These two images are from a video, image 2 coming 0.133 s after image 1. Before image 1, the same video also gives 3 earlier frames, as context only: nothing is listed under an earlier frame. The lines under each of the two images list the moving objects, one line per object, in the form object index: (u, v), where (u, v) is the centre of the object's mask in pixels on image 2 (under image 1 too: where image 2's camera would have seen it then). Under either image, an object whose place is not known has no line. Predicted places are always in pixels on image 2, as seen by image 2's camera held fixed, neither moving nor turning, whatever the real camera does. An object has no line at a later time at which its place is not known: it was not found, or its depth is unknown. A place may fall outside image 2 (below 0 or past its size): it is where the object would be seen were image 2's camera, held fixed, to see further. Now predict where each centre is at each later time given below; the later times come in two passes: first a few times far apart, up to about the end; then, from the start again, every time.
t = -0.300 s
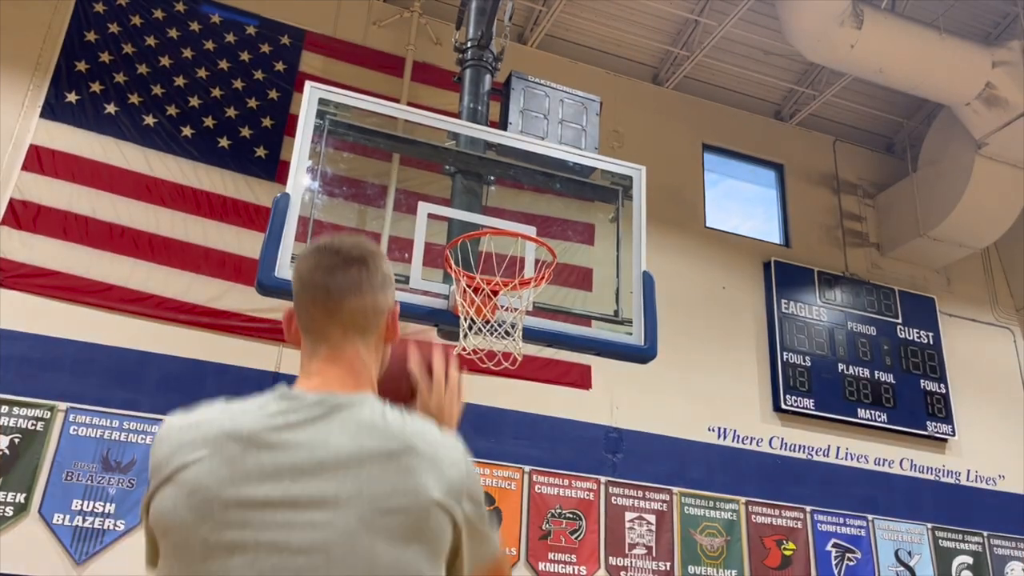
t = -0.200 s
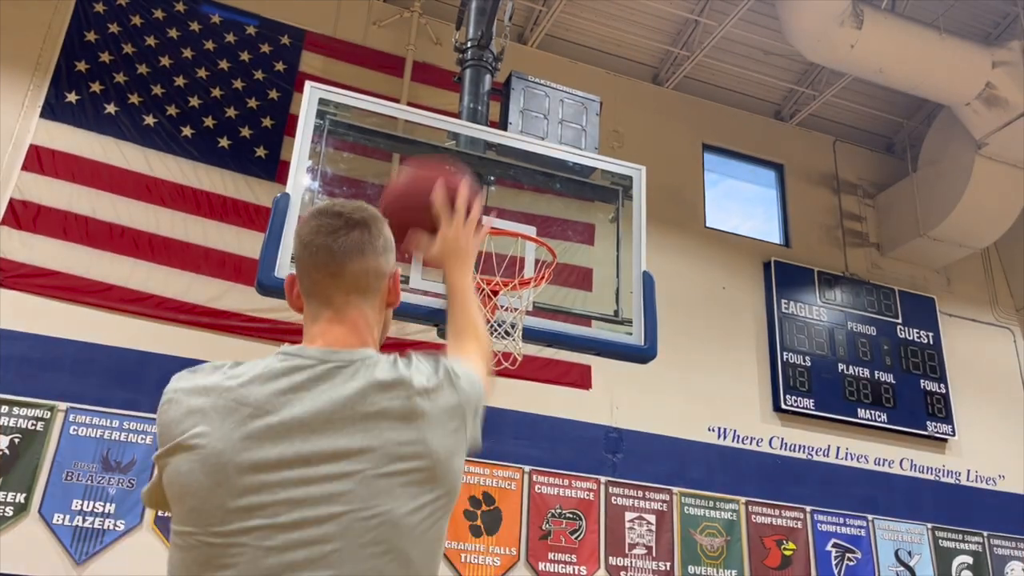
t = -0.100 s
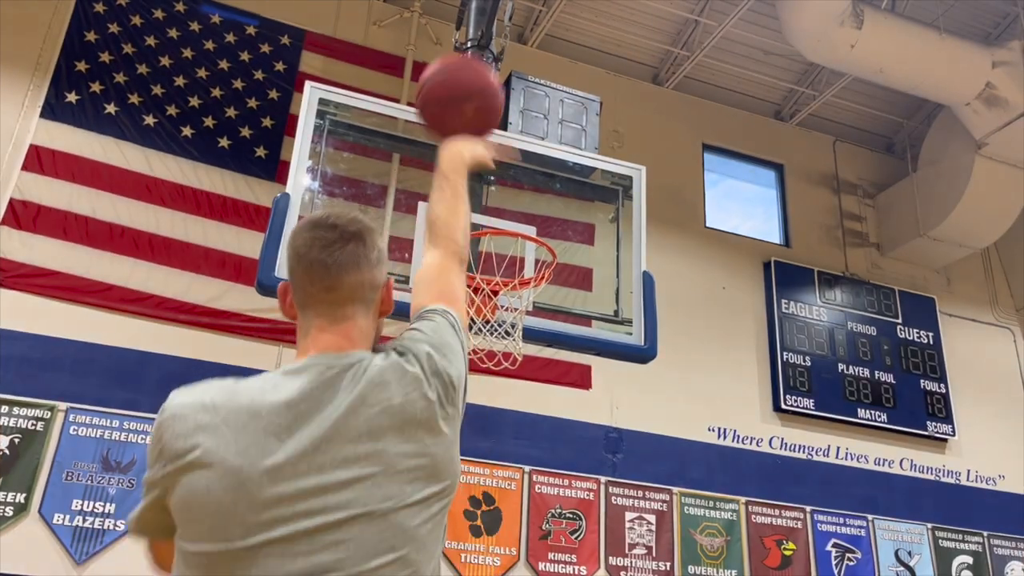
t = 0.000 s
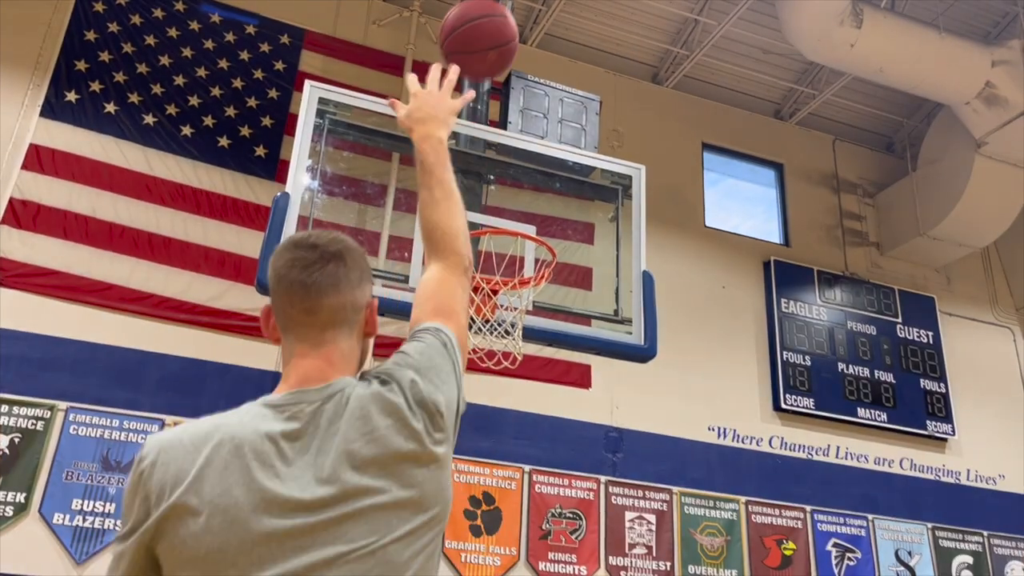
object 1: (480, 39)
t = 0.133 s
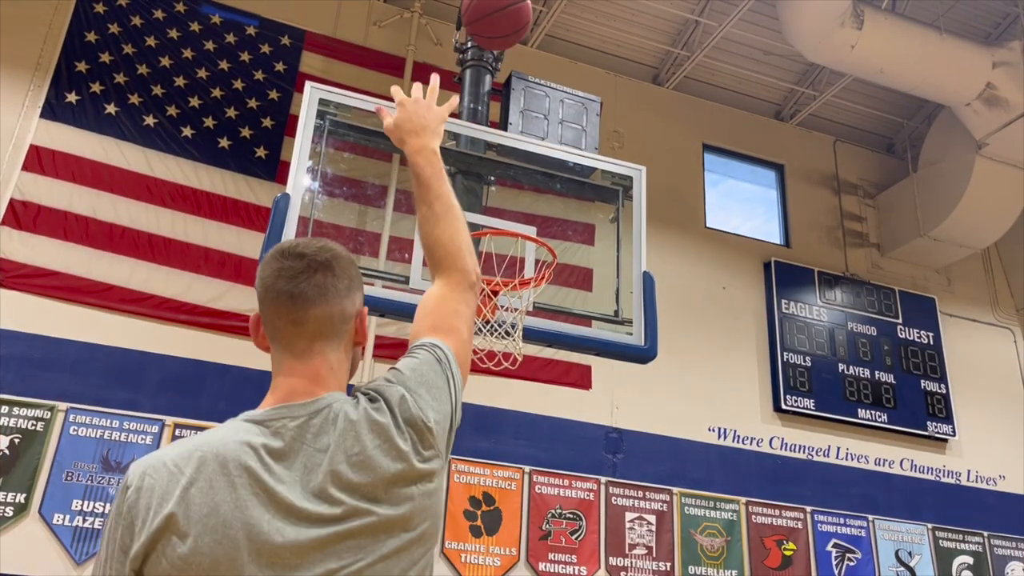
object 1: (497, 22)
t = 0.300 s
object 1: (510, 36)
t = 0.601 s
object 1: (522, 201)
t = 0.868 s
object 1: (575, 180)
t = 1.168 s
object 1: (652, 370)
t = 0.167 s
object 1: (500, 22)
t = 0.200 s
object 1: (503, 22)
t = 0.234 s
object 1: (505, 25)
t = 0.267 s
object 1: (508, 29)
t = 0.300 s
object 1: (510, 36)
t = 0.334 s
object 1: (512, 47)
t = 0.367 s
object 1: (514, 60)
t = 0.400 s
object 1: (516, 75)
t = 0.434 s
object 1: (518, 92)
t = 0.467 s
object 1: (518, 111)
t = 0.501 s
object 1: (519, 132)
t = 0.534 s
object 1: (521, 155)
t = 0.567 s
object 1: (522, 177)
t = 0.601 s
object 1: (522, 201)
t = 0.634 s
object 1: (528, 198)
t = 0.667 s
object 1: (535, 189)
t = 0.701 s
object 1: (541, 183)
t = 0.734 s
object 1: (548, 178)
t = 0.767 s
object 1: (554, 175)
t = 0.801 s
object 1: (561, 174)
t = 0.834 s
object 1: (568, 176)
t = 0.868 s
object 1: (575, 180)
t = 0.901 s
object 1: (582, 187)
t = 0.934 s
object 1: (590, 197)
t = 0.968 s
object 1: (598, 208)
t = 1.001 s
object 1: (605, 224)
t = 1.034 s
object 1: (613, 245)
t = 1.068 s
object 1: (623, 269)
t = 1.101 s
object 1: (632, 297)
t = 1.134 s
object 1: (641, 330)
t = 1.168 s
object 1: (652, 370)
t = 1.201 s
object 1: (664, 417)
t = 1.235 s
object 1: (676, 467)
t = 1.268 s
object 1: (690, 537)
